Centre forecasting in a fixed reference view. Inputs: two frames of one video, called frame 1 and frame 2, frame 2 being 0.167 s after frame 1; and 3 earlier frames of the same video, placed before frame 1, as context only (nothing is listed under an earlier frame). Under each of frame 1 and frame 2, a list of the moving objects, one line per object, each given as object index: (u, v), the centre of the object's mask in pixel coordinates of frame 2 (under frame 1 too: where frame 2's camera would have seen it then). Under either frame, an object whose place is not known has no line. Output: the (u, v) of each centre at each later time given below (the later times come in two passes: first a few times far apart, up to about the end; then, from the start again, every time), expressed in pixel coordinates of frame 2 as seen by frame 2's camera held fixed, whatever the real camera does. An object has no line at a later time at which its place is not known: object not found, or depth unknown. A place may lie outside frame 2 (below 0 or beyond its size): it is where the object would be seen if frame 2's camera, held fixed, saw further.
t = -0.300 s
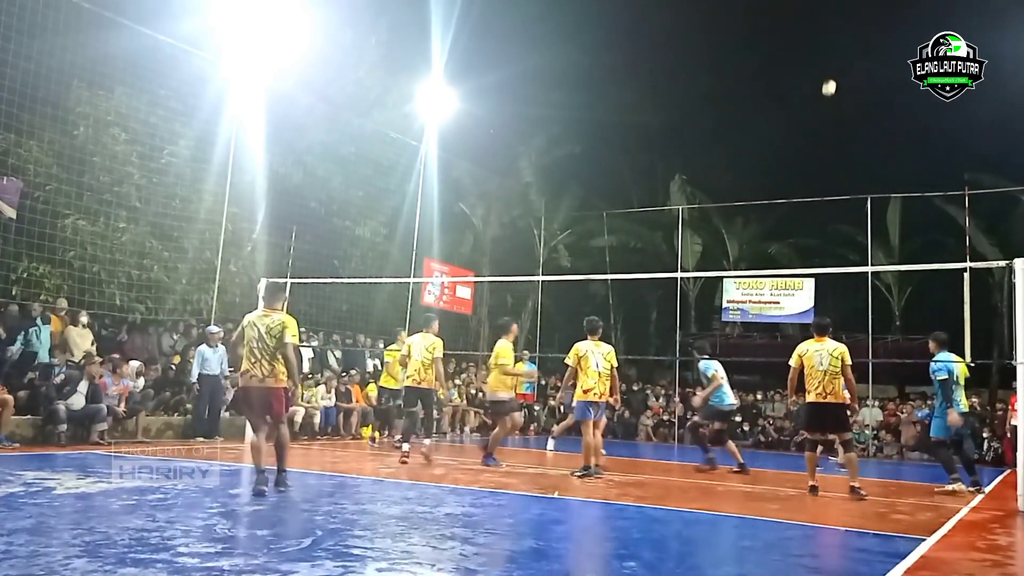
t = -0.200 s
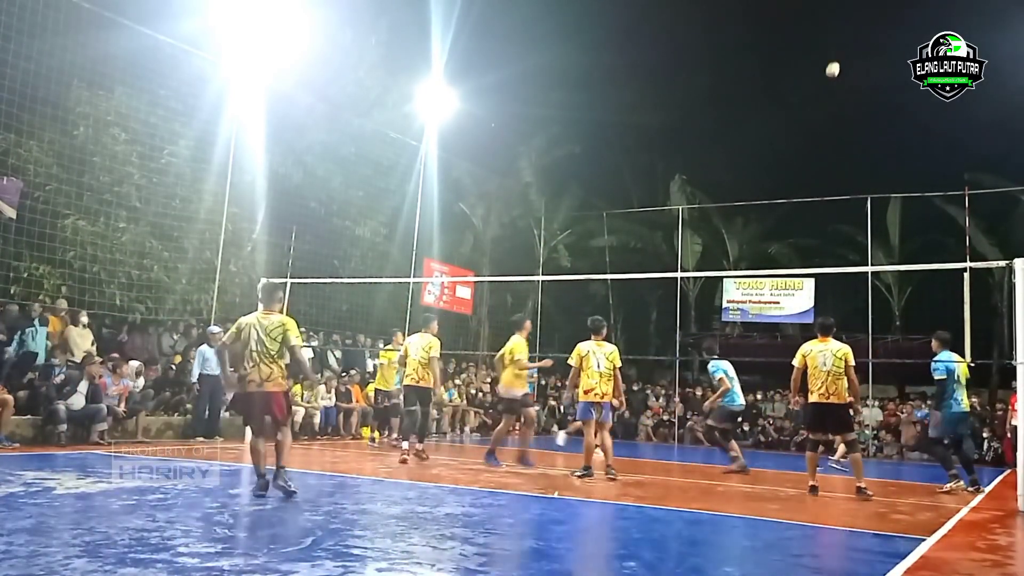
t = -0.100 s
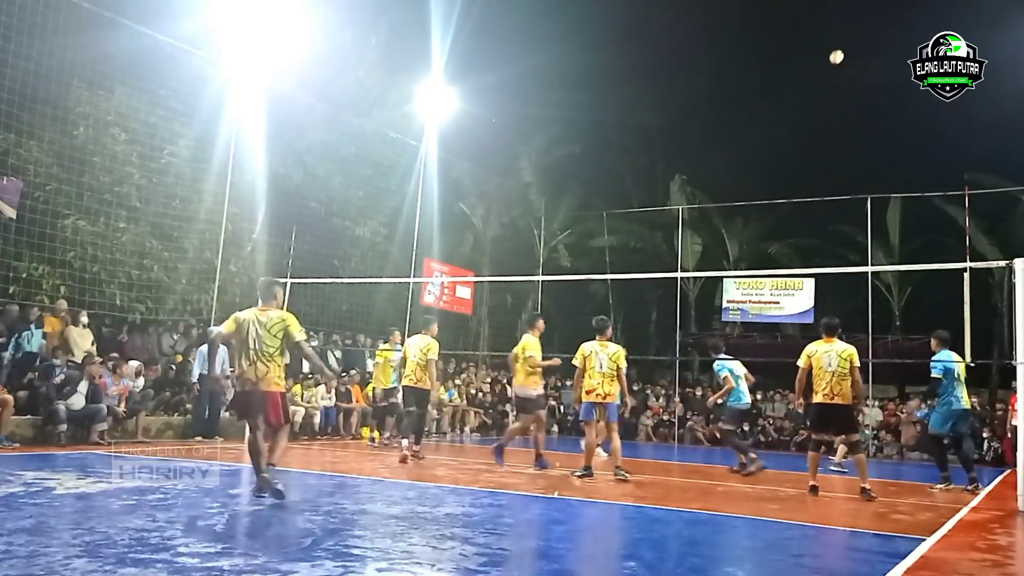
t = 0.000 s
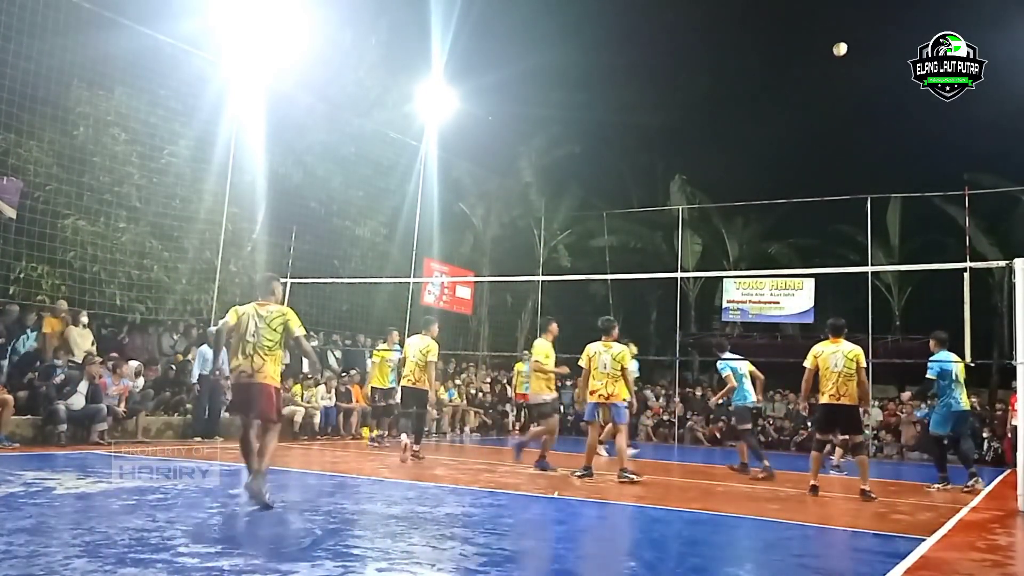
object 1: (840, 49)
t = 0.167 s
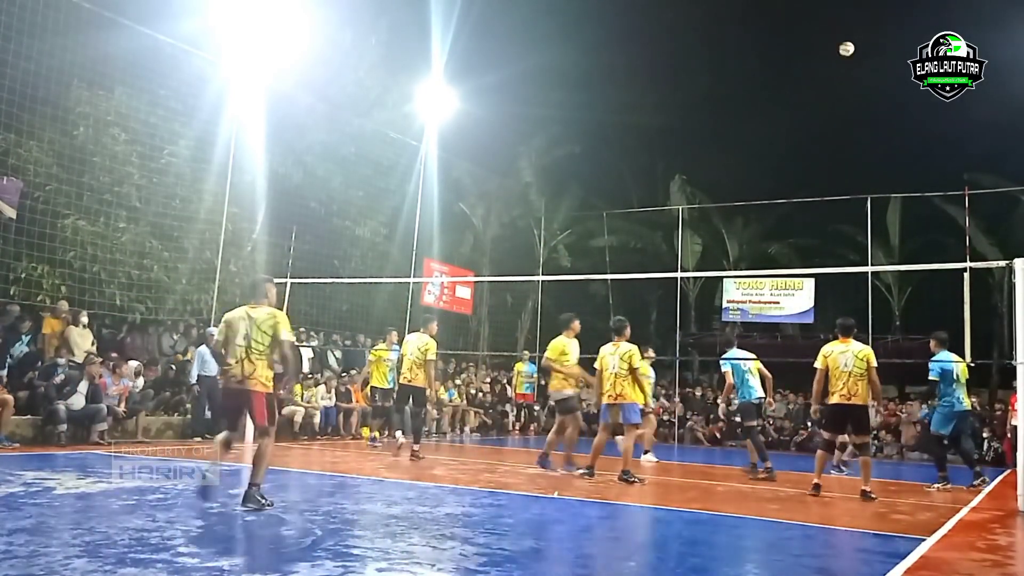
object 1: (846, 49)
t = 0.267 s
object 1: (850, 56)
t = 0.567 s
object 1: (862, 118)
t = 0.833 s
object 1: (873, 228)
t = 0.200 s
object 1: (848, 51)
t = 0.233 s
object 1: (849, 53)
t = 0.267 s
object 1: (850, 56)
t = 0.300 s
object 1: (852, 60)
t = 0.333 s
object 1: (853, 65)
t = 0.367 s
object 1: (854, 71)
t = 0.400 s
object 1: (856, 76)
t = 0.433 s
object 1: (857, 83)
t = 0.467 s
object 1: (858, 91)
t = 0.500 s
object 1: (860, 99)
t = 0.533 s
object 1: (861, 109)
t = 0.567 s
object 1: (862, 118)
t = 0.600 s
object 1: (864, 129)
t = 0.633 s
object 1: (865, 141)
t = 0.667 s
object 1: (866, 153)
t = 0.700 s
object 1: (867, 166)
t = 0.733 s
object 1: (869, 180)
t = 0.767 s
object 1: (871, 194)
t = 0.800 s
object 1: (872, 210)
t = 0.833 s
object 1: (873, 228)
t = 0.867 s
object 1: (875, 245)
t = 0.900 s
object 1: (877, 264)
